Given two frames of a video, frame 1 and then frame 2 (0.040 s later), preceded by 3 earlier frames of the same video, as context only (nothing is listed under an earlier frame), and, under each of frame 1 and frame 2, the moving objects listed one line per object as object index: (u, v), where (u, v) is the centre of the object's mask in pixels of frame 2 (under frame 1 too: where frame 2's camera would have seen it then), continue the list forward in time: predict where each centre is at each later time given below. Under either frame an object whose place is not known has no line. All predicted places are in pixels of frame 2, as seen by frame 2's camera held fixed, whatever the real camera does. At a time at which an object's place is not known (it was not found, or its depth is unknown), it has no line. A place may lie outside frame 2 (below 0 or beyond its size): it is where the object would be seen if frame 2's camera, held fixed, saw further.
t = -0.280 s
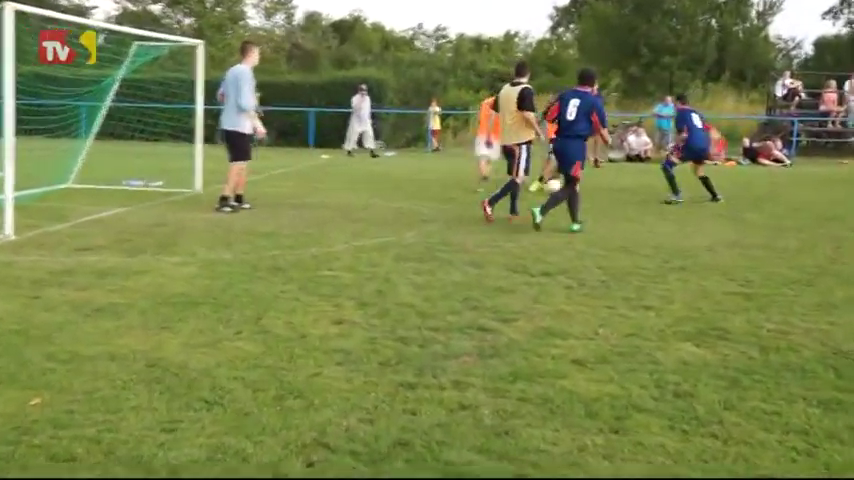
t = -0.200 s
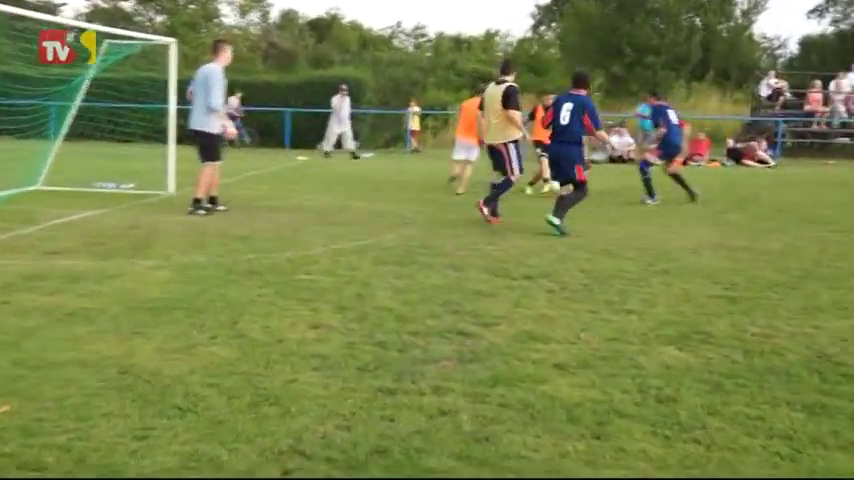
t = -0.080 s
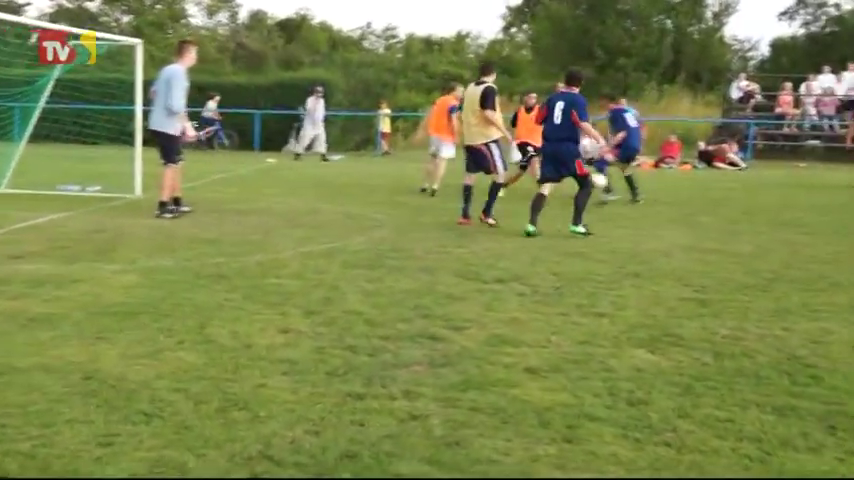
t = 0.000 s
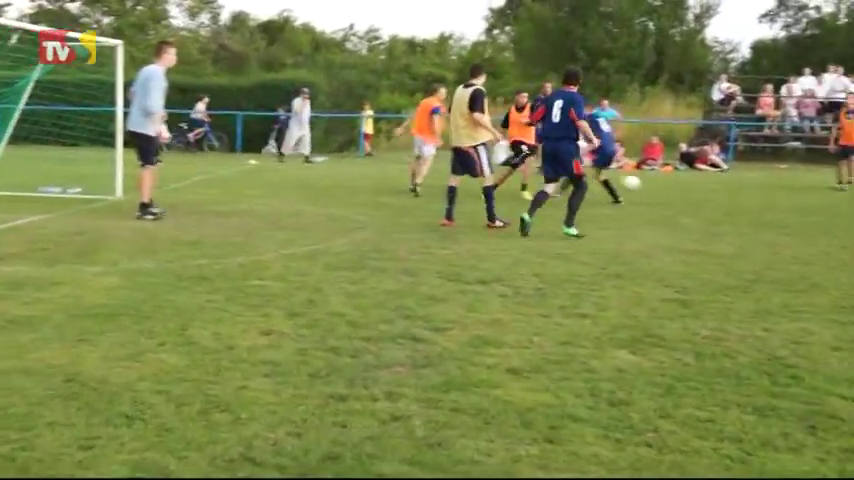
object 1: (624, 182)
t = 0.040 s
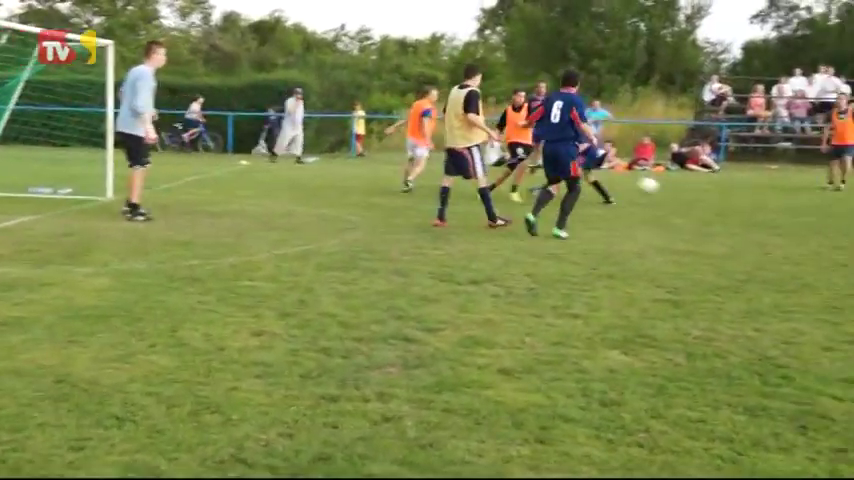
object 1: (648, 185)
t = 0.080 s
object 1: (674, 190)
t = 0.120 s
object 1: (700, 194)
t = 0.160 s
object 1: (728, 201)
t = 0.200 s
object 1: (757, 209)
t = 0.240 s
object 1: (789, 219)
